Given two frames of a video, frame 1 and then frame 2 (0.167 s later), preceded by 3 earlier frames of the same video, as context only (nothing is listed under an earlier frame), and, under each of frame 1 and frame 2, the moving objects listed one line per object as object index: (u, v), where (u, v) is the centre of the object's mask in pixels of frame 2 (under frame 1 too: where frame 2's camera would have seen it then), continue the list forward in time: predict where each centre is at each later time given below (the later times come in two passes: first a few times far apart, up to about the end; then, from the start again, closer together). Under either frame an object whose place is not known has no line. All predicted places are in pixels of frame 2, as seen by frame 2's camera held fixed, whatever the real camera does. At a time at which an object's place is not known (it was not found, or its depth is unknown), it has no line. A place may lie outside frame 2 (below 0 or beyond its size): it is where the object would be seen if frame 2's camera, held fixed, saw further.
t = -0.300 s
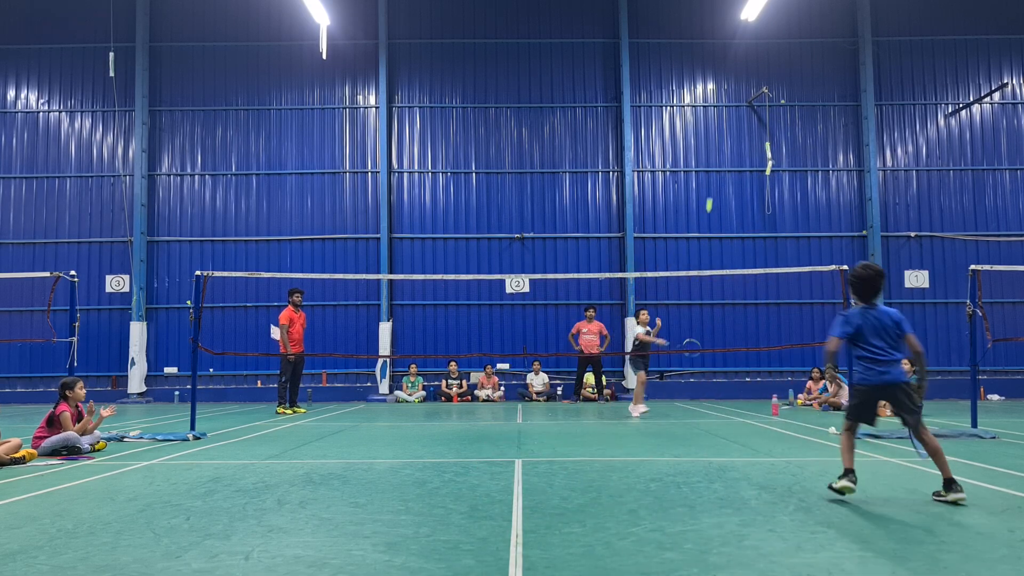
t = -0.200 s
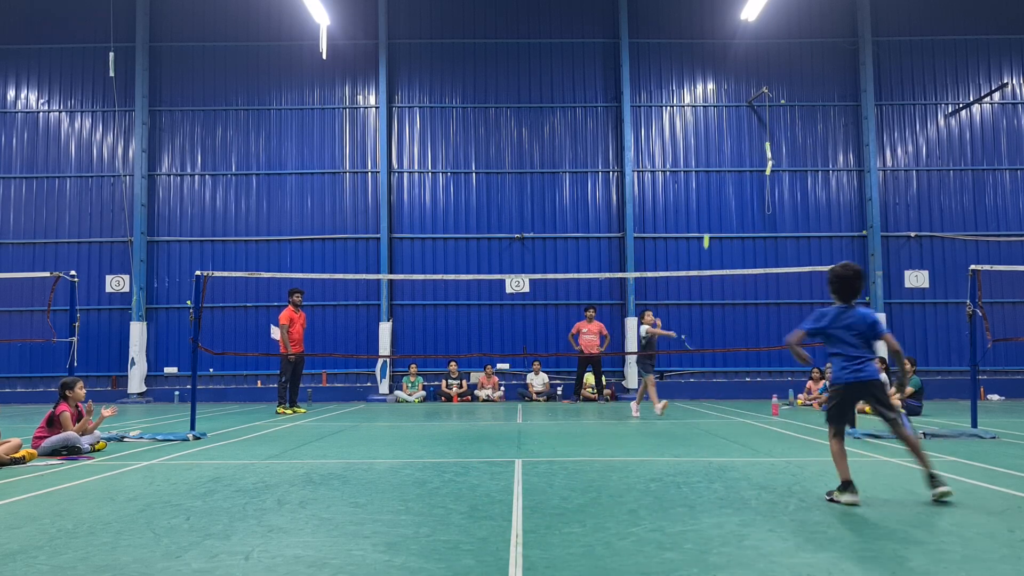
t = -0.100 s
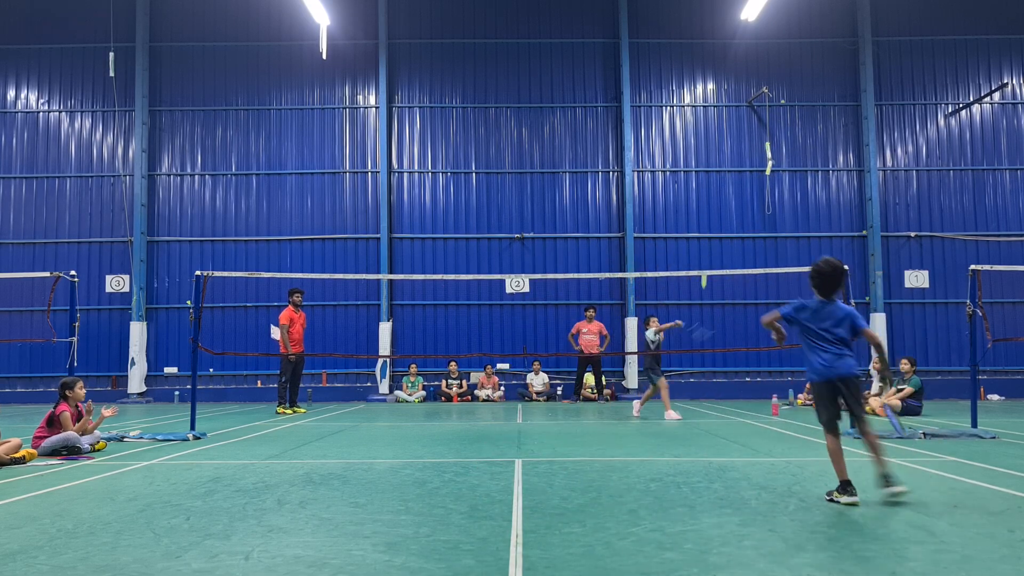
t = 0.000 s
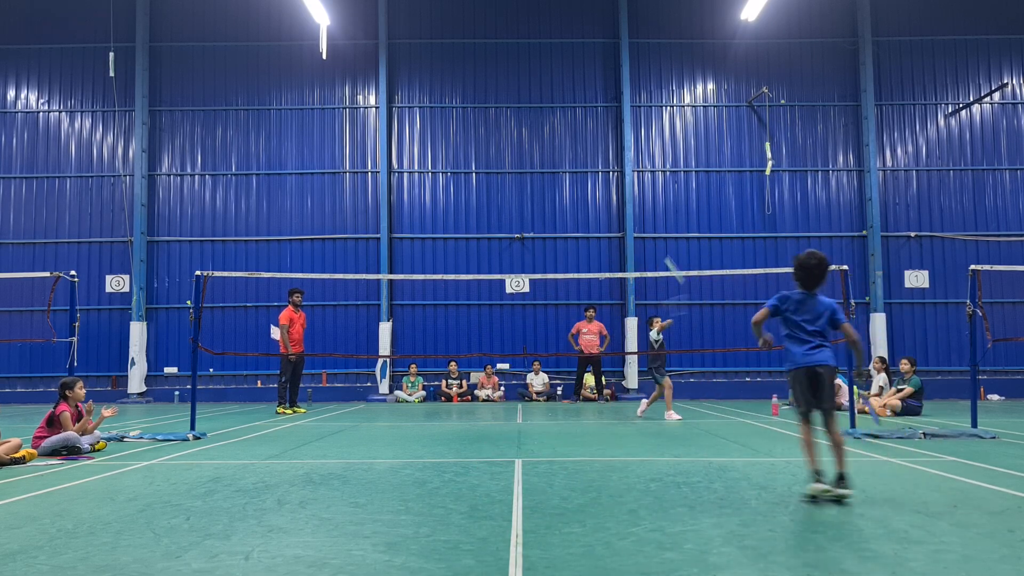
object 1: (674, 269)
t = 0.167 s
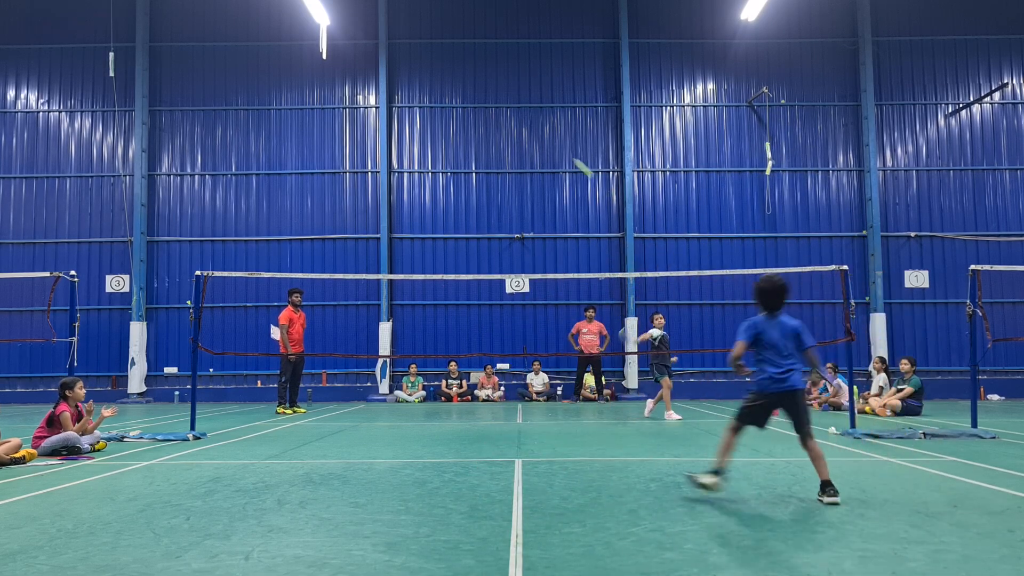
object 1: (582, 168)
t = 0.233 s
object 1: (548, 139)
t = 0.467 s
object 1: (434, 81)
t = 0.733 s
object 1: (306, 101)
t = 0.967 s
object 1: (195, 205)
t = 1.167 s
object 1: (105, 359)
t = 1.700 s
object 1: (78, 466)
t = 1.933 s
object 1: (85, 493)
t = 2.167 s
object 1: (88, 498)
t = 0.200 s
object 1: (565, 153)
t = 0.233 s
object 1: (548, 139)
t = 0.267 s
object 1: (531, 127)
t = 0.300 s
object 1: (515, 116)
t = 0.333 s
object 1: (498, 106)
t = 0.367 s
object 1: (482, 98)
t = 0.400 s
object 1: (466, 91)
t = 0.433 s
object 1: (450, 85)
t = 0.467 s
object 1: (434, 81)
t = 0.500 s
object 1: (418, 79)
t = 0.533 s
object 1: (402, 77)
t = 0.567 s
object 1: (386, 77)
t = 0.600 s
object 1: (370, 79)
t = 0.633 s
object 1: (355, 82)
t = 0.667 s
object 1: (338, 87)
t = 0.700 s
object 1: (322, 93)
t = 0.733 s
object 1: (306, 101)
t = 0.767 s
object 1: (290, 111)
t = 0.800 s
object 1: (274, 122)
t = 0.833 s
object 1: (258, 135)
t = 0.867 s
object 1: (242, 150)
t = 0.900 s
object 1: (227, 167)
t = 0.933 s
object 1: (211, 185)
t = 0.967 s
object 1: (195, 205)
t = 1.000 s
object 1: (180, 226)
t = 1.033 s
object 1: (164, 250)
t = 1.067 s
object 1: (149, 275)
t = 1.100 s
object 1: (135, 302)
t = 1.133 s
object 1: (120, 330)
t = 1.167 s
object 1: (105, 359)
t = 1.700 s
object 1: (78, 466)
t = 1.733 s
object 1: (78, 476)
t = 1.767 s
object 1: (77, 490)
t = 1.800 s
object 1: (81, 491)
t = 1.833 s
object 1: (85, 489)
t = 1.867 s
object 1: (87, 490)
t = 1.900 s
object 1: (86, 492)
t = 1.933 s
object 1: (85, 493)
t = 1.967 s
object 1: (86, 494)
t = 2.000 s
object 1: (89, 497)
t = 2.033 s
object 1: (89, 497)
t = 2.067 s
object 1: (88, 496)
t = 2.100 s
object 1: (88, 496)
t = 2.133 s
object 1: (88, 497)
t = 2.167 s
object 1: (88, 498)
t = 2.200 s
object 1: (87, 498)
